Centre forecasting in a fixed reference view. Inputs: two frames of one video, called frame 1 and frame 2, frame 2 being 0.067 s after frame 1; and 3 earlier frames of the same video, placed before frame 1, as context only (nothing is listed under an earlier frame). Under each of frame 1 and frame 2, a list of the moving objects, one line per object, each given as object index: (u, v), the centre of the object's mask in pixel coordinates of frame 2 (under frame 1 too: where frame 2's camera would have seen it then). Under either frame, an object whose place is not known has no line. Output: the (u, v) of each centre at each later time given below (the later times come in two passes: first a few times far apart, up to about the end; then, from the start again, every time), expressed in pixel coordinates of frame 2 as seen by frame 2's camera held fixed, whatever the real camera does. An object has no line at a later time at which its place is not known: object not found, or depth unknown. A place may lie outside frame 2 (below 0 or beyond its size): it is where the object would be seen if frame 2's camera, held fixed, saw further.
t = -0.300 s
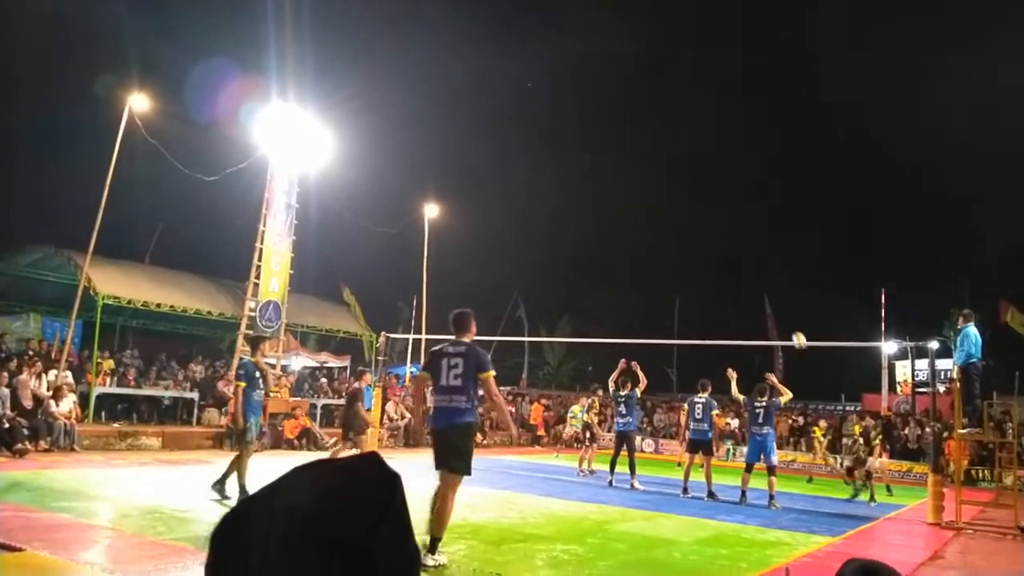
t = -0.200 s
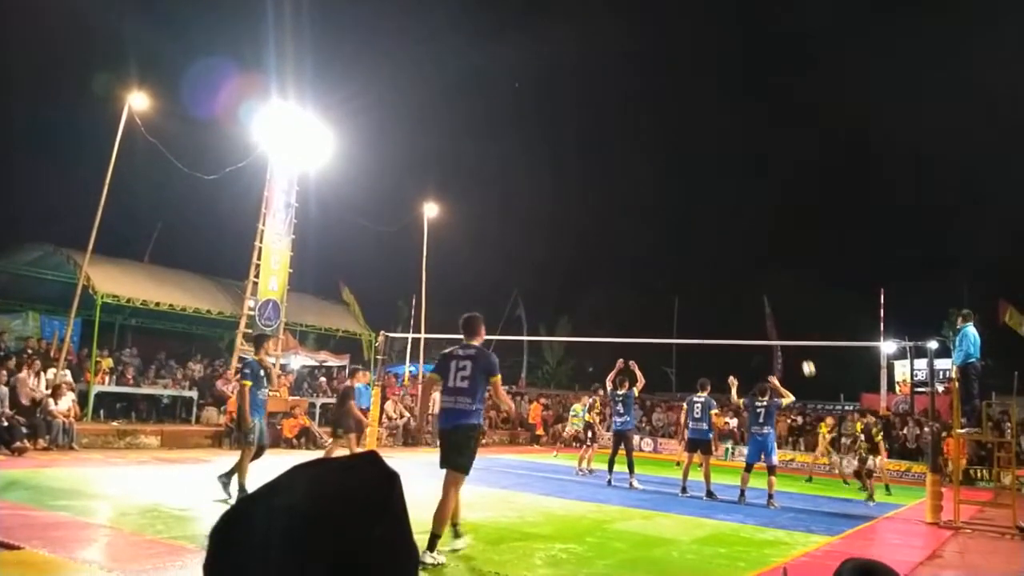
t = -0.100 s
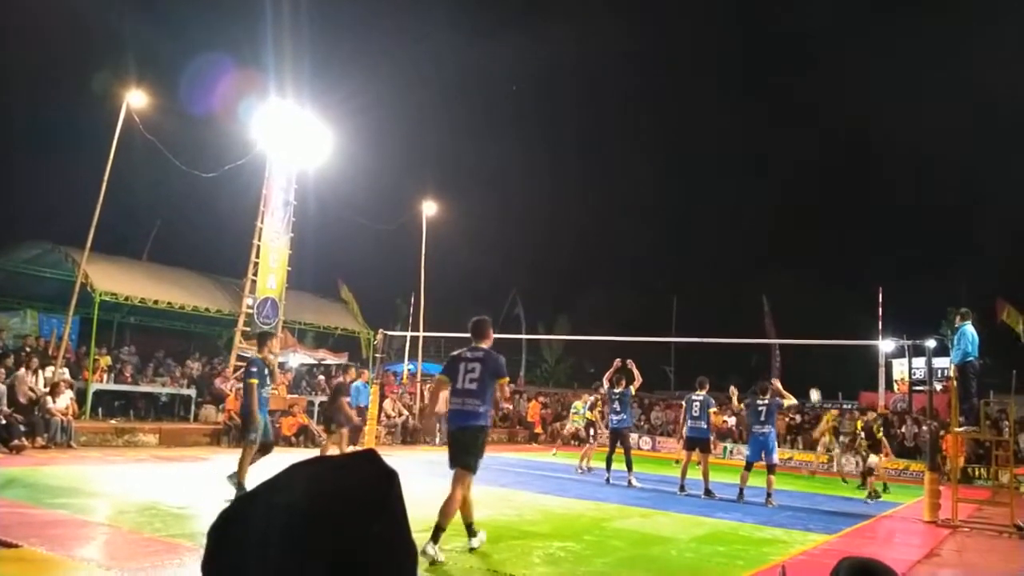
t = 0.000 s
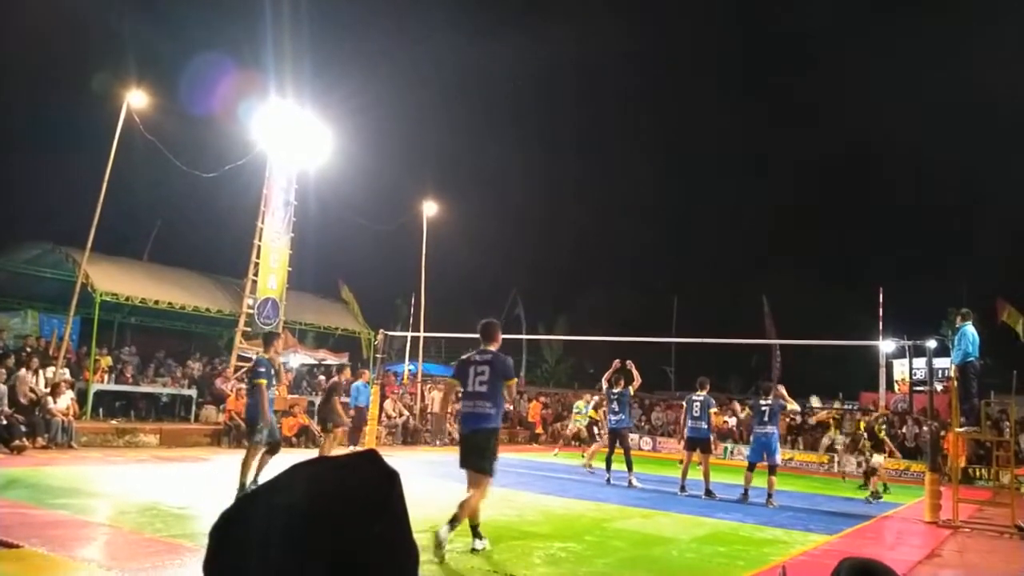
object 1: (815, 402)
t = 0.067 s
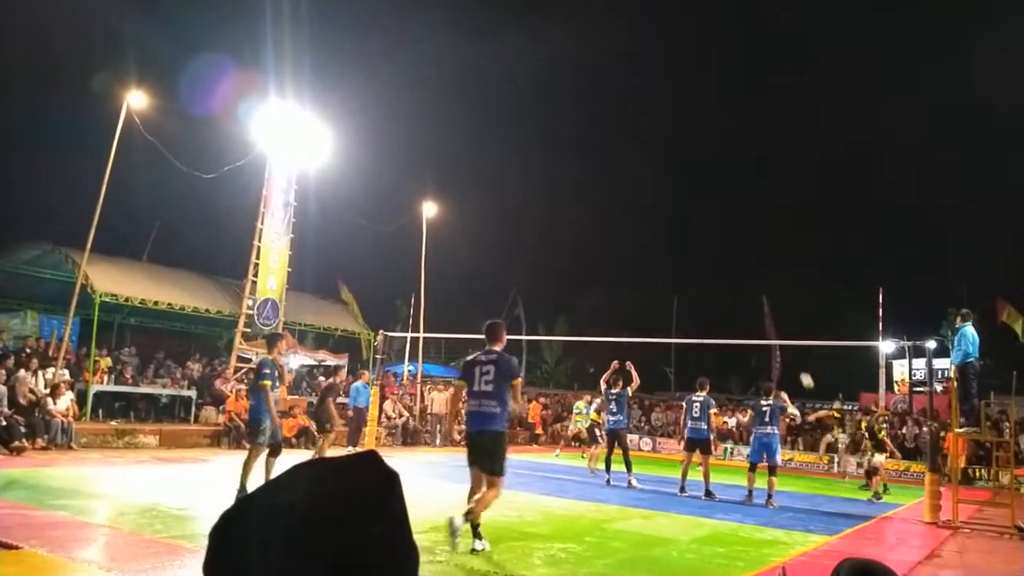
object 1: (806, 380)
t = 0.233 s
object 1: (784, 330)
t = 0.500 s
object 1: (747, 275)
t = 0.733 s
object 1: (713, 254)
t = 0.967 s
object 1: (679, 256)
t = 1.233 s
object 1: (638, 290)
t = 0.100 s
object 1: (802, 370)
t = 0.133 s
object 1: (798, 359)
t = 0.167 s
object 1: (794, 350)
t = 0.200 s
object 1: (788, 338)
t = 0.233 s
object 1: (784, 330)
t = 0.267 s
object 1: (780, 322)
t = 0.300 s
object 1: (775, 313)
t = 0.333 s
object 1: (770, 306)
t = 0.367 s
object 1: (765, 299)
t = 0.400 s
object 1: (761, 292)
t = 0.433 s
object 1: (756, 286)
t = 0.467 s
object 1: (752, 281)
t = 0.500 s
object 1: (747, 275)
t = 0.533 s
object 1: (742, 271)
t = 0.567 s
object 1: (737, 266)
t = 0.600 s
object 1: (732, 263)
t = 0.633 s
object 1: (727, 260)
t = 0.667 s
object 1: (723, 258)
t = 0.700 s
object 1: (718, 255)
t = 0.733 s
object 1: (713, 254)
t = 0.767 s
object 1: (708, 252)
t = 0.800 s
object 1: (703, 252)
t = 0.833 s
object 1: (698, 252)
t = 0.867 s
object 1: (693, 252)
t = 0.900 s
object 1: (688, 253)
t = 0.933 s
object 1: (683, 254)
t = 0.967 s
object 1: (679, 256)
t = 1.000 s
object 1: (674, 259)
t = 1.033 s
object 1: (669, 262)
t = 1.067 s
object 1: (663, 265)
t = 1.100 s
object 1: (658, 269)
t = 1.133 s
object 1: (653, 273)
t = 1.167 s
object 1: (648, 278)
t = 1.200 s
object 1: (643, 284)
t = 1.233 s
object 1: (638, 290)
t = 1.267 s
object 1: (633, 297)
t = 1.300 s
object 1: (627, 304)
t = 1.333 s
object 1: (622, 312)
